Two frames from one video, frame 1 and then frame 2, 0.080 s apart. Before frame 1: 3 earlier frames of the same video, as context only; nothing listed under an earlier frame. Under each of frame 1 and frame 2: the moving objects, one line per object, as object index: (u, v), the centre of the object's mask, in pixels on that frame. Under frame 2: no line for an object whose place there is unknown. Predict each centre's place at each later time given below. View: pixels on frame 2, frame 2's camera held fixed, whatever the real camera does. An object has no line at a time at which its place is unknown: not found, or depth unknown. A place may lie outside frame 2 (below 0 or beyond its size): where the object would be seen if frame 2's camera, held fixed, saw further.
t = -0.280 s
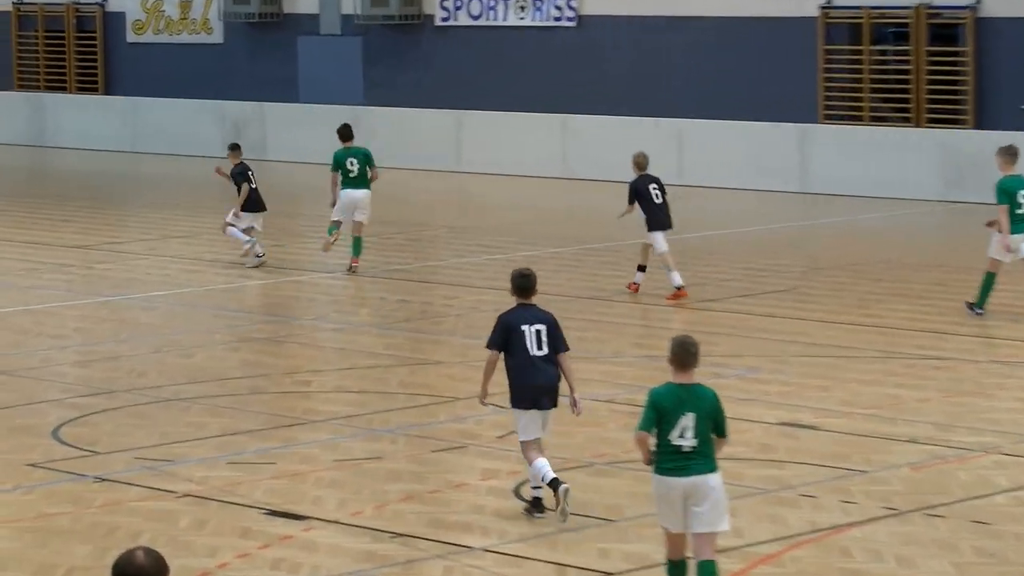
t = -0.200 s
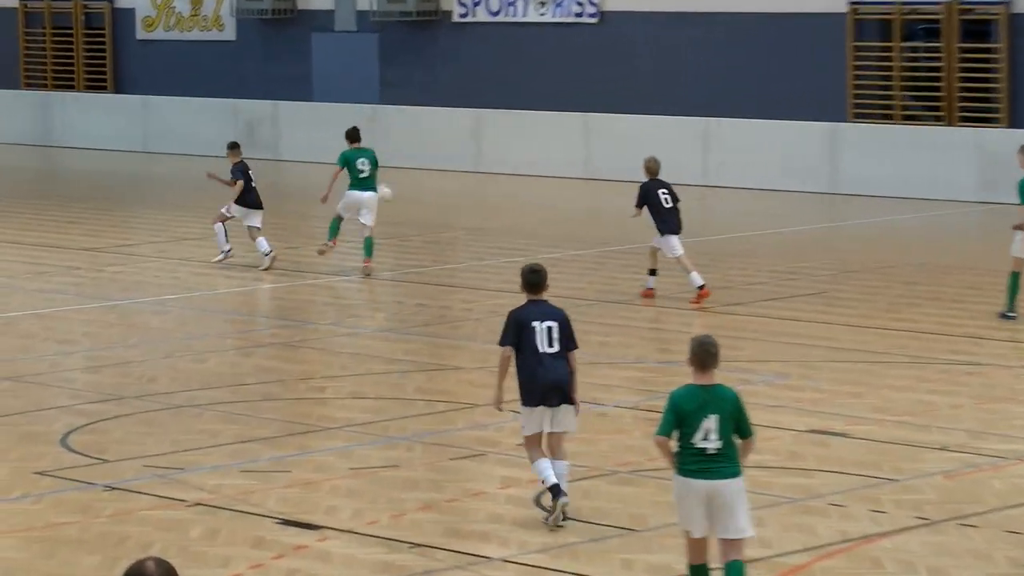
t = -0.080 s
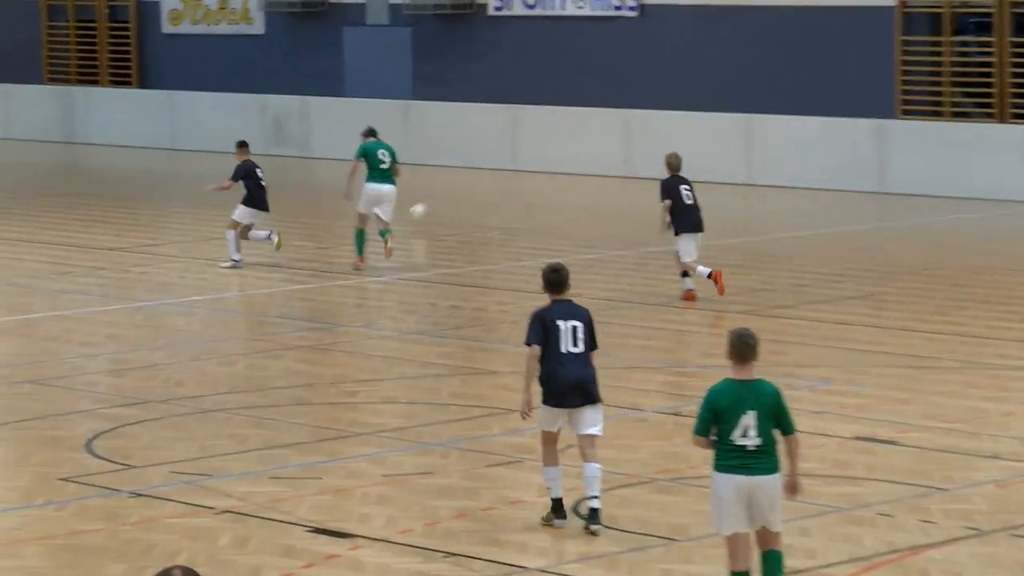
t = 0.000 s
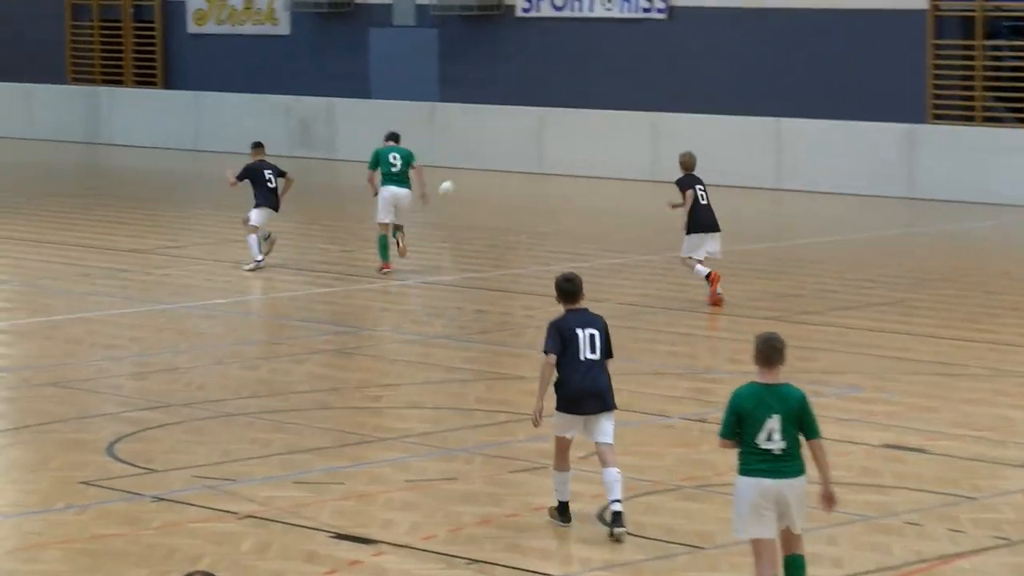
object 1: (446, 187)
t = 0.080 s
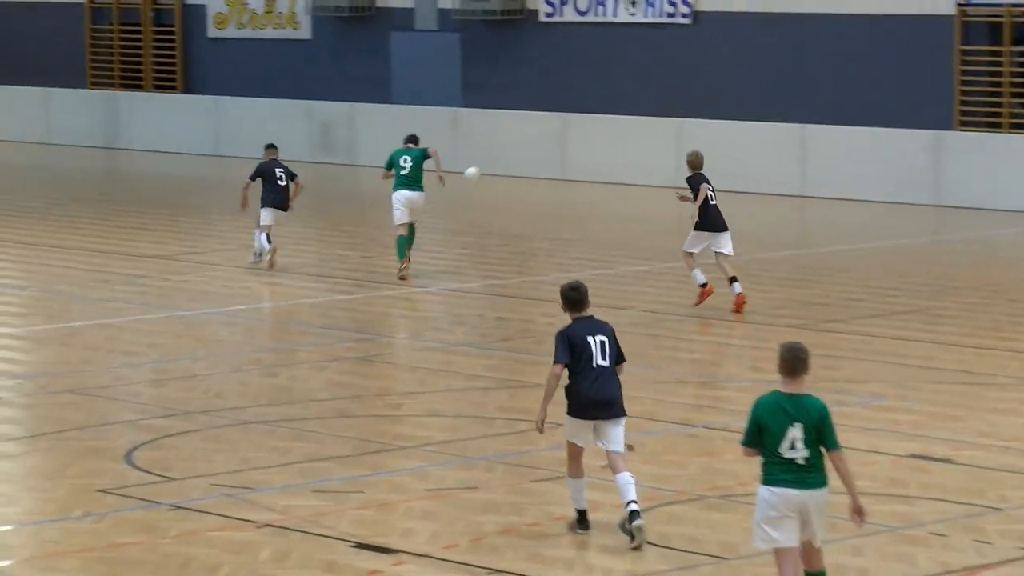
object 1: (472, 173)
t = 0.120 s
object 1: (475, 162)
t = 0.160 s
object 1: (481, 156)
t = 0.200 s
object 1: (484, 150)
